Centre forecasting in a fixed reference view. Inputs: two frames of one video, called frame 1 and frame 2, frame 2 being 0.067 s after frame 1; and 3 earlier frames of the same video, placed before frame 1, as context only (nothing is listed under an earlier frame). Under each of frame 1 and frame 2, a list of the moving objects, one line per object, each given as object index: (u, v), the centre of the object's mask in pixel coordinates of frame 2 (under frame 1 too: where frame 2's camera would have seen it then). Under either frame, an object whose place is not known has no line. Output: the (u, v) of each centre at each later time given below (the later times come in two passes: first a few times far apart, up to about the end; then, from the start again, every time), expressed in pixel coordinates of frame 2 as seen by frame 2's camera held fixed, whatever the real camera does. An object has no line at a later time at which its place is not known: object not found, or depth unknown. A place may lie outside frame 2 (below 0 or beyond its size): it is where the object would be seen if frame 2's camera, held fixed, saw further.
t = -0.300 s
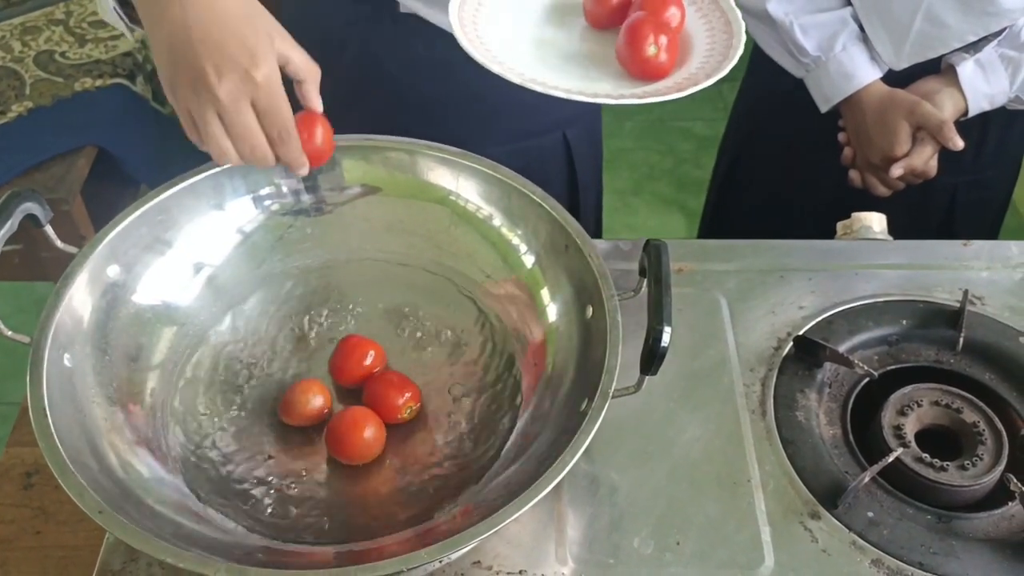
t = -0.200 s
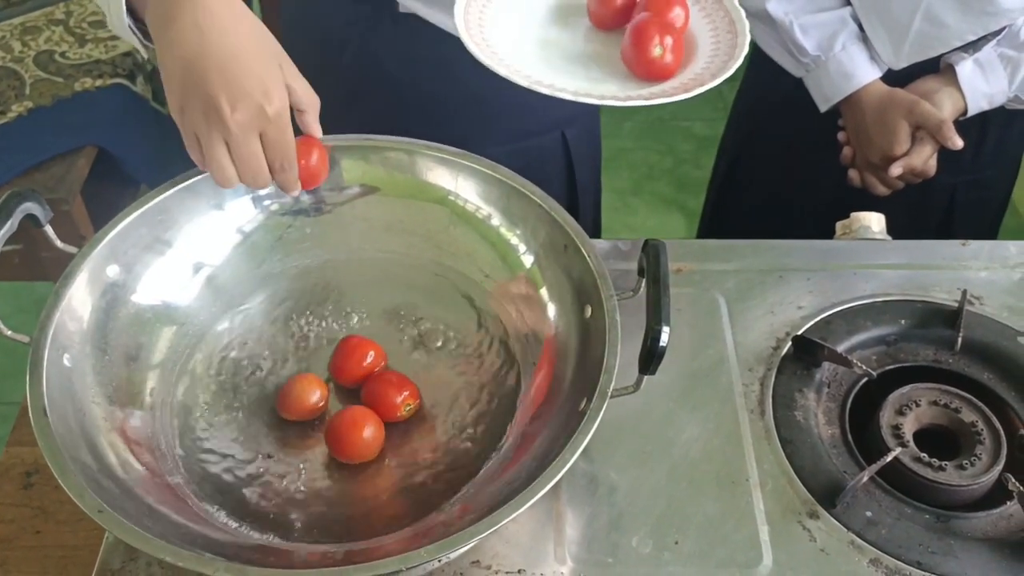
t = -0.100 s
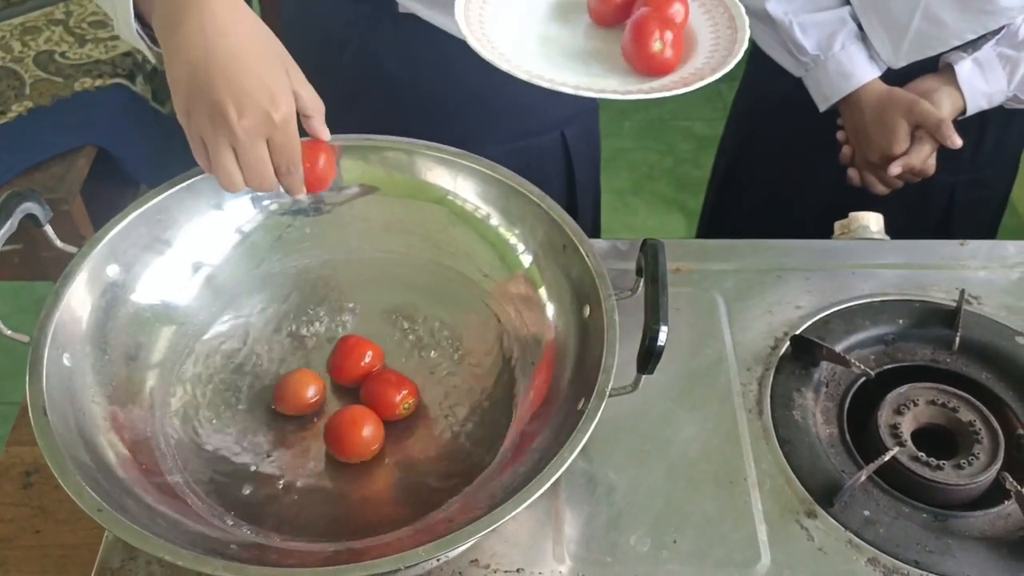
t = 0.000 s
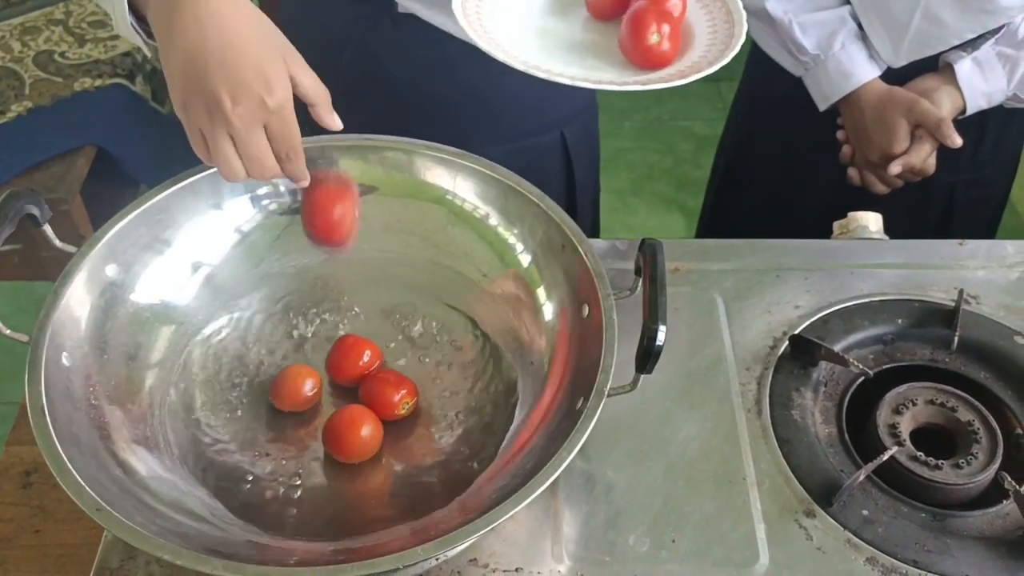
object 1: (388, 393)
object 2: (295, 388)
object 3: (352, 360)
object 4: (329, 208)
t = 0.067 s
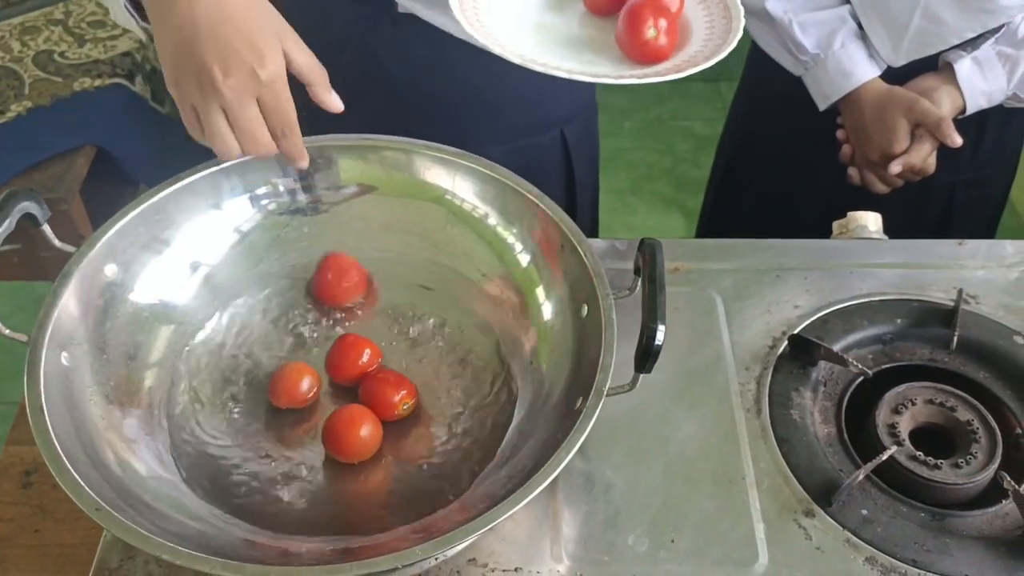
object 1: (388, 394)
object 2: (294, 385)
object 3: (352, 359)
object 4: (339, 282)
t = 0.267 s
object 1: (401, 406)
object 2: (291, 385)
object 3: (347, 380)
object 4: (348, 328)
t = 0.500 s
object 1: (394, 401)
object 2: (286, 383)
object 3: (337, 385)
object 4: (360, 345)
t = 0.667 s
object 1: (390, 394)
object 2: (281, 382)
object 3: (331, 386)
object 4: (354, 346)
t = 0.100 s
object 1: (388, 394)
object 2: (293, 385)
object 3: (353, 359)
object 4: (342, 306)
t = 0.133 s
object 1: (391, 397)
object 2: (293, 384)
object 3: (352, 365)
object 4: (343, 316)
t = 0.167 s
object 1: (396, 402)
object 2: (292, 384)
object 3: (350, 369)
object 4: (343, 319)
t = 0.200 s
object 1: (397, 402)
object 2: (292, 385)
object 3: (349, 373)
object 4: (343, 322)
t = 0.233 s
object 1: (400, 405)
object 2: (292, 384)
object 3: (347, 378)
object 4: (345, 324)
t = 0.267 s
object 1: (401, 406)
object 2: (291, 385)
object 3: (347, 380)
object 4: (348, 328)
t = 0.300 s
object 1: (401, 407)
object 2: (292, 385)
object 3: (345, 382)
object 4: (351, 331)
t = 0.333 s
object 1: (401, 406)
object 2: (292, 385)
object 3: (344, 382)
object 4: (354, 334)
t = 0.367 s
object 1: (400, 406)
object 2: (291, 384)
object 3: (344, 383)
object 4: (357, 337)
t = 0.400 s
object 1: (398, 404)
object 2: (290, 384)
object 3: (343, 383)
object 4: (359, 340)
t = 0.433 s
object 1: (396, 403)
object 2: (289, 384)
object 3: (341, 383)
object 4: (359, 342)
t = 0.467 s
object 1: (395, 402)
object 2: (288, 384)
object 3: (339, 384)
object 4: (360, 344)
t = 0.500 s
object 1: (394, 401)
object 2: (286, 383)
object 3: (337, 385)
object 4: (360, 345)
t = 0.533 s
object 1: (393, 400)
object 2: (284, 383)
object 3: (334, 385)
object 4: (360, 346)
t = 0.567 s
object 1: (392, 398)
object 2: (283, 383)
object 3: (333, 386)
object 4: (359, 346)
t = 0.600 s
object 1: (391, 396)
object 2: (281, 383)
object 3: (332, 386)
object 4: (358, 346)
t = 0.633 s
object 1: (390, 395)
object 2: (281, 383)
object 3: (331, 386)
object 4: (357, 346)
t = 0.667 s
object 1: (390, 394)
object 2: (281, 382)
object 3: (331, 386)
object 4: (354, 346)
